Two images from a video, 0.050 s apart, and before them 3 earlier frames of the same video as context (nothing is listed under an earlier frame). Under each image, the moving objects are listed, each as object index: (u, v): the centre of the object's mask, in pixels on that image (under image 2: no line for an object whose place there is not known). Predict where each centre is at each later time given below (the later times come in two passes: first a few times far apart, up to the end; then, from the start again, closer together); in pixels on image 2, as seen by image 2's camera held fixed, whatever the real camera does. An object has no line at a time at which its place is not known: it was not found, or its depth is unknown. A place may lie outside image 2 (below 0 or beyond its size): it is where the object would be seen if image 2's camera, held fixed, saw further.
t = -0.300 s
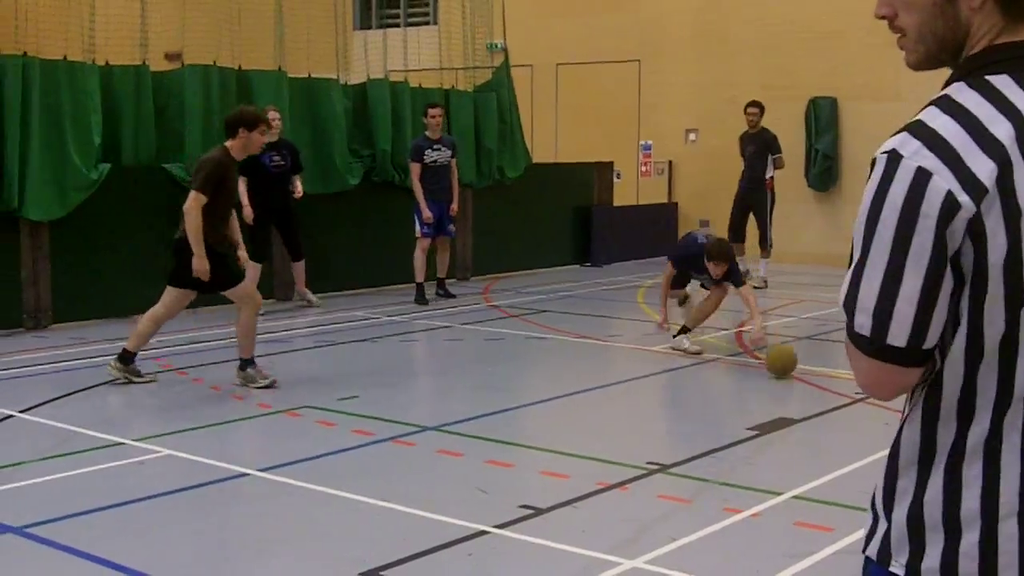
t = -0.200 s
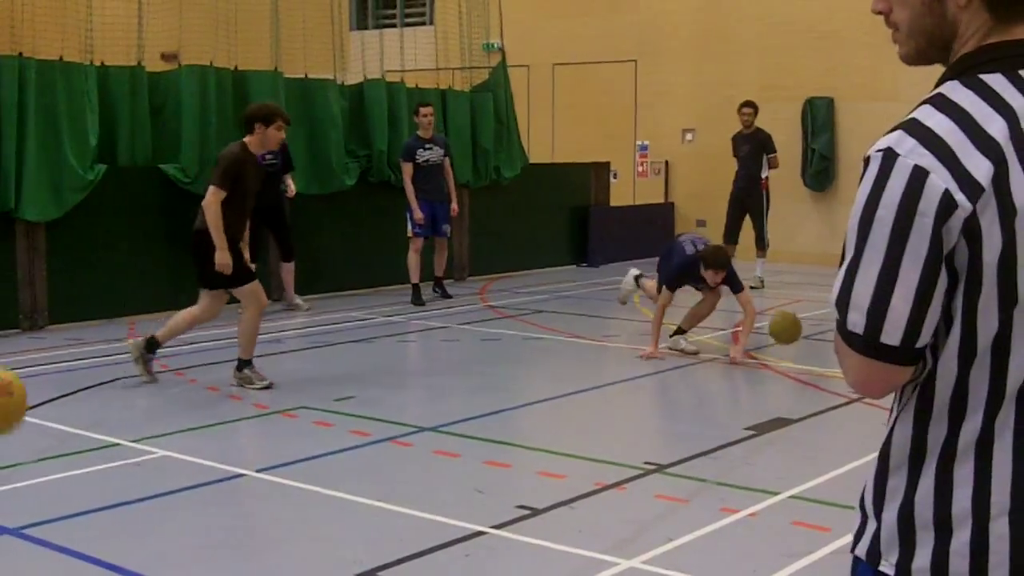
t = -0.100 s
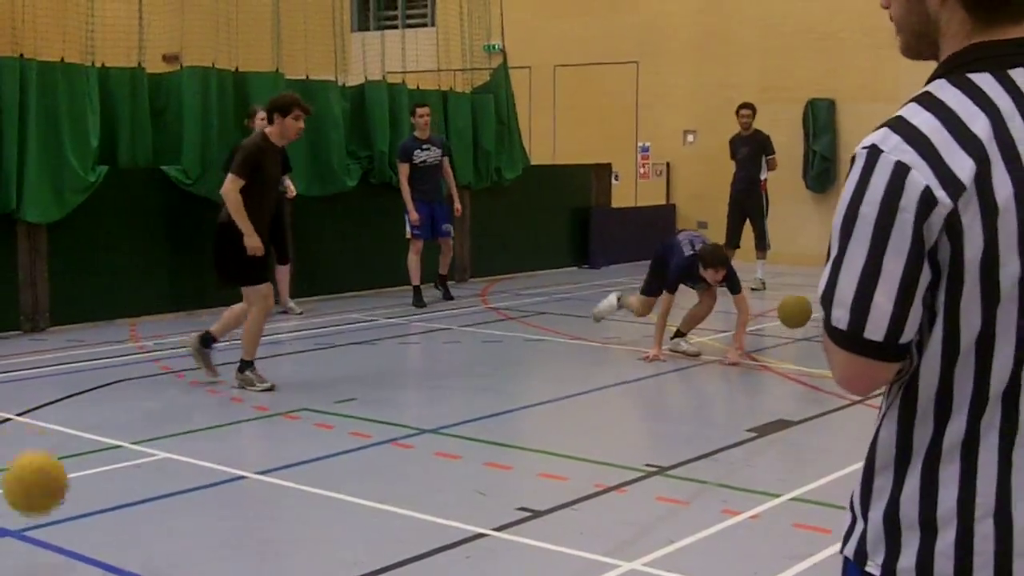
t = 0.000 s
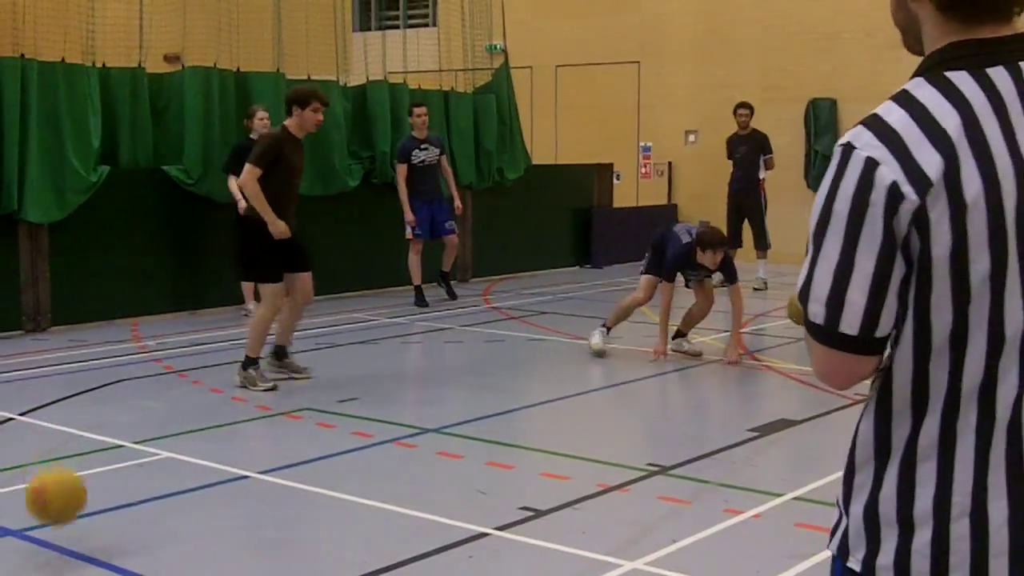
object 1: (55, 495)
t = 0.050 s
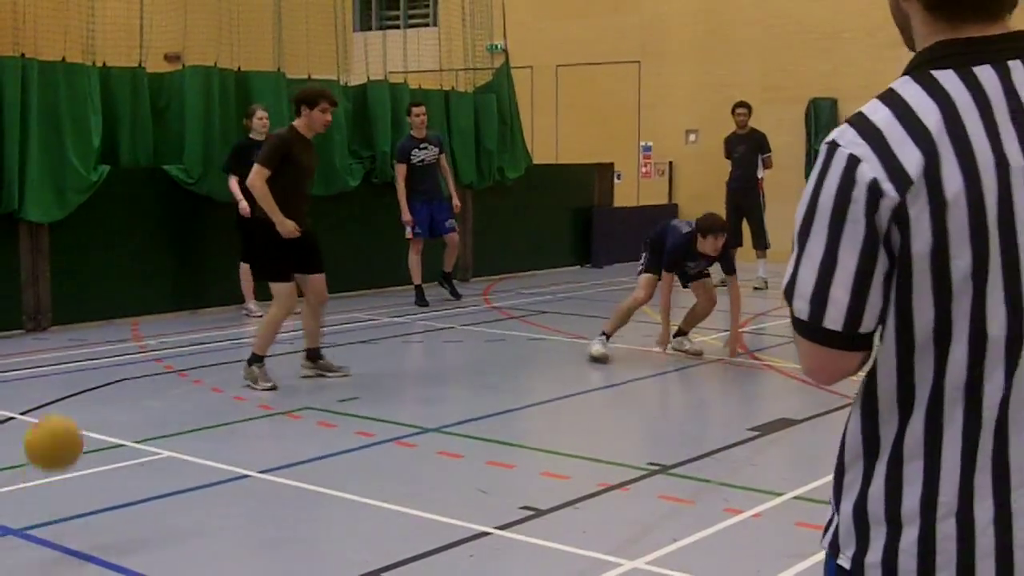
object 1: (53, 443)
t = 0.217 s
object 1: (45, 329)
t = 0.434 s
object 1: (40, 297)
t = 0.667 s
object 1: (40, 380)
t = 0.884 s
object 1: (41, 358)
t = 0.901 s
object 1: (41, 351)
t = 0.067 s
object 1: (51, 427)
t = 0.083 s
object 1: (50, 412)
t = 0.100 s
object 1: (50, 399)
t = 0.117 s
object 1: (49, 386)
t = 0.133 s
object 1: (47, 375)
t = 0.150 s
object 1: (46, 363)
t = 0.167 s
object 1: (47, 354)
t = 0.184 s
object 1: (46, 344)
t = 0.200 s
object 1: (46, 337)
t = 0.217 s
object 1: (45, 329)
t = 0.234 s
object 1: (44, 322)
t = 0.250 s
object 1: (44, 316)
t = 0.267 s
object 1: (43, 311)
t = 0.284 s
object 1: (43, 307)
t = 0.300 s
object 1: (42, 303)
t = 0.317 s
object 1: (42, 299)
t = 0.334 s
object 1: (42, 296)
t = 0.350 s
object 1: (41, 294)
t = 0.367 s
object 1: (41, 293)
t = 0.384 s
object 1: (41, 293)
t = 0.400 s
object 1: (41, 294)
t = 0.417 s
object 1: (40, 295)
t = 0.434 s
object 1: (40, 297)
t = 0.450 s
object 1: (40, 300)
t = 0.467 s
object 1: (40, 303)
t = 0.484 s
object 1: (40, 307)
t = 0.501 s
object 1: (40, 311)
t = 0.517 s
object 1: (39, 314)
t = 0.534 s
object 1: (40, 319)
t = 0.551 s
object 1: (39, 324)
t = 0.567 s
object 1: (39, 330)
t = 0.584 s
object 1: (39, 337)
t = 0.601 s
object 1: (39, 344)
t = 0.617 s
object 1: (40, 352)
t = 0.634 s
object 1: (40, 361)
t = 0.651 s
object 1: (40, 371)
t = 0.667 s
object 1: (40, 380)
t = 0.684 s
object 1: (40, 390)
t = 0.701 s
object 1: (40, 401)
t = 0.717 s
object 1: (41, 412)
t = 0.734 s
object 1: (41, 423)
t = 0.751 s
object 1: (41, 433)
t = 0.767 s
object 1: (42, 425)
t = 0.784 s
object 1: (42, 413)
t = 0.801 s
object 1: (42, 402)
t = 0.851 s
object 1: (42, 373)
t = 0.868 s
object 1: (41, 366)
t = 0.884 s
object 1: (41, 358)
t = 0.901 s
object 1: (41, 351)
